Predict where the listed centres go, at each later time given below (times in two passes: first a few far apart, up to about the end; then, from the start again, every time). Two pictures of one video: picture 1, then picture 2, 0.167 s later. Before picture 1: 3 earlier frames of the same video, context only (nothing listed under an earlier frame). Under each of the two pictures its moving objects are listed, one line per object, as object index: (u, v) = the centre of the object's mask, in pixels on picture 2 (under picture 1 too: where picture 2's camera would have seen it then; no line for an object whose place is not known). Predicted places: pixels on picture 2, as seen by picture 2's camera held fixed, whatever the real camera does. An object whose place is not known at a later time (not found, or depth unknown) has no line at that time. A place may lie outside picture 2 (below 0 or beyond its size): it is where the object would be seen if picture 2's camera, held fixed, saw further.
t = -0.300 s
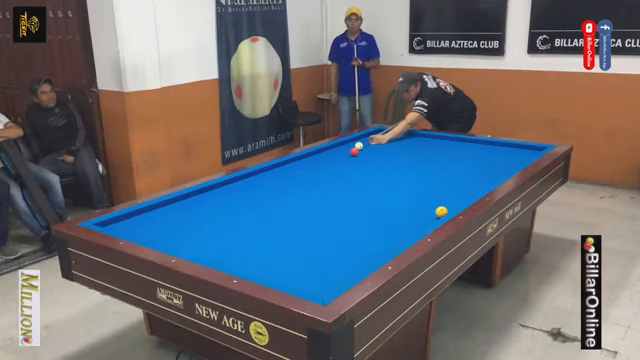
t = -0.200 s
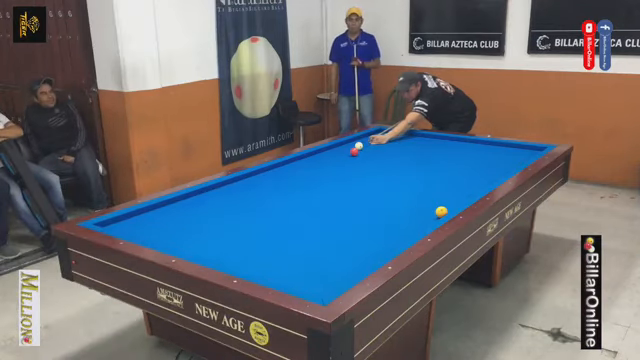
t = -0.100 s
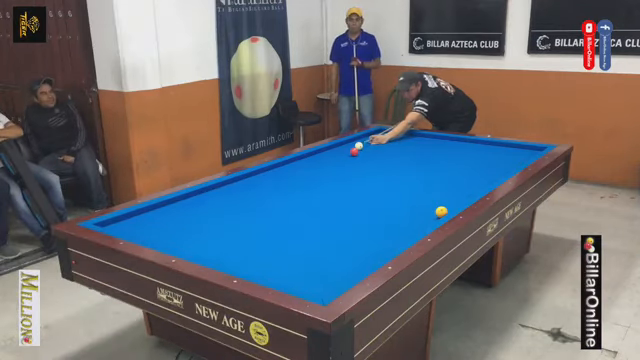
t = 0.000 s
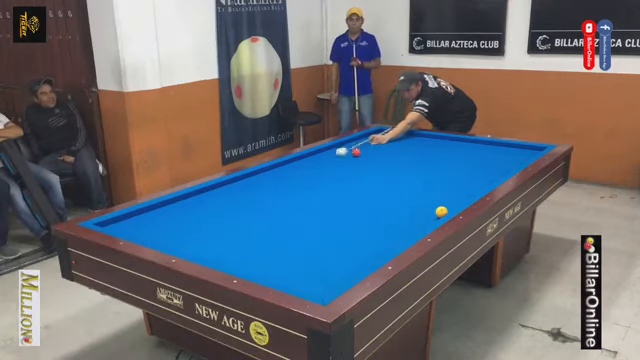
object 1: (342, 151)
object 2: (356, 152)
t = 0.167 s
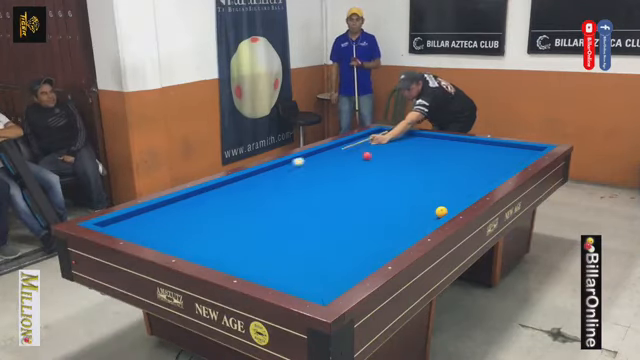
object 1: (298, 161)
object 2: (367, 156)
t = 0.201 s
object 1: (289, 164)
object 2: (370, 156)
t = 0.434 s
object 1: (233, 181)
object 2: (384, 160)
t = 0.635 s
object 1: (186, 200)
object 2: (397, 164)
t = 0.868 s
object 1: (118, 227)
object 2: (412, 169)
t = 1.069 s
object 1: (170, 214)
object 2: (426, 173)
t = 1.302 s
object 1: (219, 202)
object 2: (443, 178)
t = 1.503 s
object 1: (254, 193)
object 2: (458, 182)
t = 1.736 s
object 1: (291, 183)
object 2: (477, 187)
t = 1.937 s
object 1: (321, 176)
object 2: (471, 188)
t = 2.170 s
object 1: (352, 168)
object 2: (456, 187)
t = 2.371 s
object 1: (376, 162)
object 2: (444, 187)
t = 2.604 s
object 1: (402, 155)
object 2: (431, 187)
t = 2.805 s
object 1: (423, 150)
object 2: (421, 186)
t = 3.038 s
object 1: (445, 144)
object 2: (408, 186)
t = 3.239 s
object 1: (463, 140)
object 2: (398, 185)
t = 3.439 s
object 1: (462, 142)
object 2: (388, 185)
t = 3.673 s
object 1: (458, 146)
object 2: (377, 185)
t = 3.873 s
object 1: (455, 150)
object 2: (368, 184)
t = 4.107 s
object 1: (450, 154)
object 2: (358, 184)
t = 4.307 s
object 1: (446, 158)
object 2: (350, 184)
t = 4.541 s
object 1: (442, 163)
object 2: (341, 183)
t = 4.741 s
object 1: (438, 167)
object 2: (333, 183)
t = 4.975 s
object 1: (433, 172)
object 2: (325, 183)
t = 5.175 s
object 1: (429, 176)
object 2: (318, 182)
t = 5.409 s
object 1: (424, 182)
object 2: (310, 182)
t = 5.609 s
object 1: (420, 186)
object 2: (304, 182)
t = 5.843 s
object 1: (414, 192)
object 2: (297, 181)
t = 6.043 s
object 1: (410, 198)
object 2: (292, 181)
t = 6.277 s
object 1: (404, 203)
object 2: (286, 181)
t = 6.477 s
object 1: (398, 209)
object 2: (281, 181)
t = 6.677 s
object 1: (394, 215)
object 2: (277, 181)
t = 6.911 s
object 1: (387, 222)
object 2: (272, 180)
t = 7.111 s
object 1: (381, 228)
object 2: (268, 181)
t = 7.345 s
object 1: (374, 235)
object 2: (264, 180)
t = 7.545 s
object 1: (368, 242)
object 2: (261, 180)
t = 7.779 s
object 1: (361, 250)
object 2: (258, 180)
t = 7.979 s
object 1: (354, 257)
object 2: (256, 180)
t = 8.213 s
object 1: (346, 265)
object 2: (253, 180)
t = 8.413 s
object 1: (339, 273)
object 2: (251, 180)
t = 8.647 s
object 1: (331, 282)
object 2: (249, 180)
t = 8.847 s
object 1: (323, 288)
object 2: (248, 180)
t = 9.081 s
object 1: (322, 290)
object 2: (247, 180)
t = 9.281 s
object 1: (326, 287)
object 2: (247, 180)
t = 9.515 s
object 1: (331, 283)
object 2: (247, 180)
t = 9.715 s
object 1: (335, 280)
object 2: (247, 180)
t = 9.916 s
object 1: (338, 277)
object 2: (247, 180)
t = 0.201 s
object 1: (289, 164)
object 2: (370, 156)
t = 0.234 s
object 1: (281, 166)
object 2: (371, 157)
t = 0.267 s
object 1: (271, 168)
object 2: (374, 157)
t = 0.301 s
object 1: (263, 170)
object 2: (375, 158)
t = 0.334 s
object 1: (253, 173)
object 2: (377, 158)
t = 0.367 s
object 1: (246, 175)
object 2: (379, 159)
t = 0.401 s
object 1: (240, 178)
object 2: (382, 159)
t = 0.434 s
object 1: (233, 181)
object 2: (384, 160)
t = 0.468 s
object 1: (226, 184)
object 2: (385, 161)
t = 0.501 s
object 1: (219, 187)
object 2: (388, 162)
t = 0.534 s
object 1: (211, 190)
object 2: (390, 162)
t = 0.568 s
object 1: (203, 193)
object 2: (392, 163)
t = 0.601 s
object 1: (195, 196)
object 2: (394, 163)
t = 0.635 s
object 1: (186, 200)
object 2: (397, 164)
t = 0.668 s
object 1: (178, 203)
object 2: (399, 165)
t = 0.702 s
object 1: (169, 207)
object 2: (401, 165)
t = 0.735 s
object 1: (159, 211)
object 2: (403, 166)
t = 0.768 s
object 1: (150, 215)
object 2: (405, 167)
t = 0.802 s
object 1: (139, 219)
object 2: (408, 167)
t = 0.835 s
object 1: (129, 223)
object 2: (410, 168)
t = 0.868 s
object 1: (118, 227)
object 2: (412, 169)
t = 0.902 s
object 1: (122, 226)
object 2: (415, 169)
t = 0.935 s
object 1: (132, 224)
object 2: (417, 170)
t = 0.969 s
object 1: (143, 221)
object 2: (419, 171)
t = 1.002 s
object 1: (153, 218)
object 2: (422, 171)
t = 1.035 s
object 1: (162, 216)
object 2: (423, 172)
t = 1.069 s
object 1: (170, 214)
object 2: (426, 173)
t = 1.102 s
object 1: (178, 212)
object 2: (428, 173)
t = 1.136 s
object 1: (185, 210)
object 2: (431, 174)
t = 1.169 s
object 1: (192, 208)
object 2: (433, 175)
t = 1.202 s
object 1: (199, 206)
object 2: (436, 176)
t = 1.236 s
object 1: (206, 205)
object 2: (438, 176)
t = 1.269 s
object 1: (212, 203)
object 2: (441, 177)
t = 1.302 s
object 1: (219, 202)
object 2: (443, 178)
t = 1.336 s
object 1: (225, 200)
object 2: (446, 178)
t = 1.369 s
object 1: (231, 199)
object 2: (448, 179)
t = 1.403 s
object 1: (237, 197)
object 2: (450, 180)
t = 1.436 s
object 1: (243, 196)
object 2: (453, 181)
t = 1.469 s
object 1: (248, 194)
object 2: (456, 181)
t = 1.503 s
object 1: (254, 193)
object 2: (458, 182)
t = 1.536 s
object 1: (260, 191)
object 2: (461, 183)
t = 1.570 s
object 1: (265, 190)
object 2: (463, 184)
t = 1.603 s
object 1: (271, 188)
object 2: (466, 184)
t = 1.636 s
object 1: (276, 187)
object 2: (469, 185)
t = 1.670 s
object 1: (281, 186)
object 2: (471, 186)
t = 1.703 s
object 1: (286, 185)
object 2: (474, 186)
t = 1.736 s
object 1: (291, 183)
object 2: (477, 187)
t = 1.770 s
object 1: (297, 182)
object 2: (479, 187)
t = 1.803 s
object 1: (302, 181)
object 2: (480, 188)
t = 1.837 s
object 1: (306, 179)
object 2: (477, 188)
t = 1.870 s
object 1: (311, 178)
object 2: (475, 188)
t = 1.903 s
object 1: (316, 177)
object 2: (474, 188)
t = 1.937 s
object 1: (321, 176)
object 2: (471, 188)
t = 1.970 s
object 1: (325, 175)
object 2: (469, 188)
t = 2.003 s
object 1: (330, 174)
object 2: (467, 188)
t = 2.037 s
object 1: (334, 172)
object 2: (465, 188)
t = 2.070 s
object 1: (339, 171)
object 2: (463, 188)
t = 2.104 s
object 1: (343, 170)
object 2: (461, 188)
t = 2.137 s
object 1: (348, 169)
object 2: (459, 188)
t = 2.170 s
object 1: (352, 168)
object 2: (456, 187)
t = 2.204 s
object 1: (356, 167)
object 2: (454, 187)
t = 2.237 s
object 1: (360, 166)
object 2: (453, 187)
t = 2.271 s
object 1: (364, 165)
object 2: (451, 187)
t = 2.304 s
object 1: (368, 164)
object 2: (449, 187)
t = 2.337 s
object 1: (372, 163)
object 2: (447, 187)
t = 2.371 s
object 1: (376, 162)
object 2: (444, 187)
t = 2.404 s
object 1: (380, 161)
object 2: (443, 187)
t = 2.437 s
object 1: (384, 160)
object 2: (441, 187)
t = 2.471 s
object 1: (387, 159)
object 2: (439, 187)
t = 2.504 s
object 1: (391, 158)
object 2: (437, 187)
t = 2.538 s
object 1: (395, 157)
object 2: (435, 187)
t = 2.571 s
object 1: (399, 156)
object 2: (433, 187)
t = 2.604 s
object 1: (402, 155)
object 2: (431, 187)
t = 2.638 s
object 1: (406, 154)
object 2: (429, 187)
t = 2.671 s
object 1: (409, 153)
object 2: (428, 186)
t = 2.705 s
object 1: (412, 152)
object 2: (426, 186)
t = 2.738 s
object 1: (416, 152)
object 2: (424, 186)
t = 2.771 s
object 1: (419, 151)
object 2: (422, 186)
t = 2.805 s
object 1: (423, 150)
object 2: (421, 186)
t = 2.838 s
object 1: (426, 149)
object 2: (418, 186)
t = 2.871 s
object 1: (430, 148)
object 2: (417, 186)
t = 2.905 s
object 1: (433, 147)
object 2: (415, 186)
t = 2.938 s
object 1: (436, 147)
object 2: (413, 186)
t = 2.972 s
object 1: (439, 146)
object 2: (411, 186)
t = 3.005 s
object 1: (442, 145)
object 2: (410, 185)
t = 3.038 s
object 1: (445, 144)
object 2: (408, 186)
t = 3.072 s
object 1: (448, 144)
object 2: (406, 186)
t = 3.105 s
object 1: (451, 143)
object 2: (404, 185)
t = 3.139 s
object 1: (454, 142)
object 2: (403, 185)
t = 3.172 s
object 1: (457, 141)
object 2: (401, 185)
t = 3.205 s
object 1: (460, 140)
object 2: (399, 185)
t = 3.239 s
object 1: (463, 140)
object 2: (398, 185)
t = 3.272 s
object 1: (465, 139)
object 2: (396, 185)
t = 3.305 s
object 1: (465, 140)
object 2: (394, 185)
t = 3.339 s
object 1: (464, 140)
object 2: (393, 185)
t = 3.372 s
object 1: (463, 141)
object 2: (391, 185)
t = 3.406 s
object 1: (463, 142)
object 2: (390, 185)
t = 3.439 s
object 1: (462, 142)
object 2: (388, 185)
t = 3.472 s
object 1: (462, 143)
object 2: (387, 185)
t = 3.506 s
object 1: (461, 144)
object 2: (385, 185)
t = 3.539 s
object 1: (460, 144)
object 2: (383, 185)
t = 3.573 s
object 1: (460, 144)
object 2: (382, 185)
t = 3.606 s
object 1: (459, 145)
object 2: (380, 185)
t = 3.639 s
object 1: (459, 146)
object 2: (379, 185)
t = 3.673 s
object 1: (458, 146)
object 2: (377, 185)
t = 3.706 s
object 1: (458, 147)
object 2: (376, 184)
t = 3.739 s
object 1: (457, 148)
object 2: (374, 184)
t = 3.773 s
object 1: (456, 148)
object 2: (373, 185)
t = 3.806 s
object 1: (456, 149)
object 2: (371, 184)
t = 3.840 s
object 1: (455, 149)
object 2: (369, 184)
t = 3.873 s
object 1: (455, 150)
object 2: (368, 184)
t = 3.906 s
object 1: (454, 151)
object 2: (367, 184)
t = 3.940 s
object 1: (453, 151)
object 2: (365, 184)
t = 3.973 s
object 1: (453, 152)
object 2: (364, 184)
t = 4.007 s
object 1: (452, 153)
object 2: (362, 184)
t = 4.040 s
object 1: (451, 153)
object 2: (361, 184)
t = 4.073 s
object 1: (451, 154)
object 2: (359, 184)
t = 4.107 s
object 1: (450, 154)
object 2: (358, 184)
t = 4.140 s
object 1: (450, 155)
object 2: (357, 184)
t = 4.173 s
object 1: (449, 155)
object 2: (355, 184)
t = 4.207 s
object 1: (449, 156)
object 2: (354, 184)
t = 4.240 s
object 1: (448, 157)
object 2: (353, 184)
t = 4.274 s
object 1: (447, 157)
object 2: (351, 183)
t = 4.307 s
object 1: (446, 158)
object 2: (350, 184)
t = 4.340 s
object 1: (446, 159)
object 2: (349, 184)
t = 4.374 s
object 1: (445, 159)
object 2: (347, 183)
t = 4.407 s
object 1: (445, 160)
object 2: (346, 183)
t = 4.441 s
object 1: (444, 161)
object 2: (345, 183)
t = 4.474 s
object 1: (443, 161)
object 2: (344, 183)
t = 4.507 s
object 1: (443, 162)
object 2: (342, 183)
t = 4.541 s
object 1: (442, 163)
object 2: (341, 183)
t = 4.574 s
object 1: (441, 163)
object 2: (339, 183)
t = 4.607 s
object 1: (441, 164)
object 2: (338, 183)
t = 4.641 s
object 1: (440, 165)
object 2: (337, 183)
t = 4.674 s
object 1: (439, 166)
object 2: (336, 183)
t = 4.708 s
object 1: (439, 166)
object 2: (334, 183)
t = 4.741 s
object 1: (438, 167)
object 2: (333, 183)
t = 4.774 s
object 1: (437, 168)
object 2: (332, 183)
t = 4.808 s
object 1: (437, 168)
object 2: (331, 183)
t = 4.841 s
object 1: (436, 169)
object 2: (330, 183)
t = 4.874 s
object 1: (436, 170)
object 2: (328, 183)
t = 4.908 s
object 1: (435, 170)
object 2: (327, 183)
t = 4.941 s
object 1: (434, 171)
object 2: (326, 183)
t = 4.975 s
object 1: (433, 172)
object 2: (325, 183)
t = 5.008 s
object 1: (433, 173)
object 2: (324, 183)
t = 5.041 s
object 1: (432, 174)
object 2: (322, 182)
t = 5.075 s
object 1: (431, 174)
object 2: (322, 182)
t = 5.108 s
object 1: (431, 175)
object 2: (320, 183)
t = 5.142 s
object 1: (430, 176)
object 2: (319, 182)
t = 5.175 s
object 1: (429, 176)
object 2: (318, 182)
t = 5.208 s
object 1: (429, 177)
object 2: (317, 182)
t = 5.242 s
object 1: (428, 178)
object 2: (316, 182)
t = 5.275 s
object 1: (427, 179)
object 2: (315, 182)
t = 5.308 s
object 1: (426, 179)
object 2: (314, 182)
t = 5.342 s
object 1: (426, 180)
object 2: (312, 182)
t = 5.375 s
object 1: (425, 181)
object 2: (312, 182)
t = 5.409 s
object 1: (424, 182)
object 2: (310, 182)
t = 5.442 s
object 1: (424, 183)
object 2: (309, 182)
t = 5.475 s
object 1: (423, 183)
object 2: (308, 182)
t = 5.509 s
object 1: (422, 184)
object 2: (307, 182)
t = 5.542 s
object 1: (421, 185)
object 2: (306, 182)
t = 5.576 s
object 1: (421, 186)
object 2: (305, 182)
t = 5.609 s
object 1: (420, 186)
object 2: (304, 182)
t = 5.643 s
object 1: (419, 187)
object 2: (304, 181)
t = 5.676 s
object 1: (418, 188)
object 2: (302, 182)
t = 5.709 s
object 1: (418, 189)
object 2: (302, 181)
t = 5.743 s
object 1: (417, 190)
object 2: (300, 181)
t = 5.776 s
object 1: (416, 191)
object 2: (299, 181)
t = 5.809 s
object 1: (415, 191)
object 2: (298, 181)
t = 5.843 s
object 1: (414, 192)
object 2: (297, 181)
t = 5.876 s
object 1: (414, 193)
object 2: (297, 181)
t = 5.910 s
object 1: (413, 194)
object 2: (296, 181)
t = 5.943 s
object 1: (412, 195)
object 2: (295, 181)
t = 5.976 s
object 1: (411, 196)
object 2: (294, 181)
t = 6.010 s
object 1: (410, 196)
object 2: (293, 181)
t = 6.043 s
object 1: (410, 198)
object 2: (292, 181)
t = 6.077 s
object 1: (409, 198)
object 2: (291, 181)
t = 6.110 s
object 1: (408, 199)
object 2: (291, 181)
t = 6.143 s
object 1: (407, 200)
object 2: (289, 181)
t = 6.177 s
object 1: (406, 201)
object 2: (289, 181)
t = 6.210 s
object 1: (405, 202)
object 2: (288, 181)
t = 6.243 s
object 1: (404, 203)
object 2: (287, 181)
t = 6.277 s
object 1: (404, 203)
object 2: (286, 181)
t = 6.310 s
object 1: (403, 204)
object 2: (285, 181)
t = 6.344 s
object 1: (402, 206)
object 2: (284, 181)
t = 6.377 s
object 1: (401, 206)
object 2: (284, 181)
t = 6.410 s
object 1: (400, 207)
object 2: (283, 181)
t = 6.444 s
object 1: (399, 208)
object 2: (282, 181)
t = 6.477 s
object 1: (398, 209)
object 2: (281, 181)
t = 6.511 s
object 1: (398, 210)
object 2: (280, 181)
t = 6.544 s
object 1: (397, 211)
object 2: (280, 181)
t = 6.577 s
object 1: (396, 212)
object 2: (280, 181)
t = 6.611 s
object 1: (395, 213)
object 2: (278, 181)
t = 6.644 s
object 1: (394, 214)
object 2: (278, 181)
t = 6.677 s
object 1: (394, 215)
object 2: (277, 181)
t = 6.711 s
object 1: (393, 216)
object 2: (276, 181)
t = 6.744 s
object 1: (392, 217)
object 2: (276, 181)
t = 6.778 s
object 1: (391, 218)
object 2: (275, 181)
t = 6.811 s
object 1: (390, 218)
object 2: (274, 181)
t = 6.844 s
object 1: (389, 220)
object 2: (273, 180)
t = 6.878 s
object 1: (388, 221)
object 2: (273, 180)
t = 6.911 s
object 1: (387, 222)
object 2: (272, 180)
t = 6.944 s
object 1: (386, 223)
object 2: (272, 181)
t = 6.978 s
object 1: (385, 224)
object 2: (271, 181)
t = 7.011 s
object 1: (384, 225)
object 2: (270, 181)
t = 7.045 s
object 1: (383, 226)
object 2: (269, 181)
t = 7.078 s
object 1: (382, 227)
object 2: (269, 181)
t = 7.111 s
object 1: (381, 228)
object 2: (268, 181)
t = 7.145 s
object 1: (380, 229)
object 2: (268, 181)
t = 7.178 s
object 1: (379, 230)
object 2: (267, 180)
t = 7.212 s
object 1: (378, 231)
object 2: (267, 180)
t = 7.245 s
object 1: (377, 232)
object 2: (266, 180)
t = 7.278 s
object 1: (376, 233)
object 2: (265, 180)
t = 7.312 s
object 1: (375, 234)
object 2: (265, 180)
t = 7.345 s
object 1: (374, 235)
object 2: (264, 180)
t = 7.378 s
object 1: (373, 236)
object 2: (264, 180)
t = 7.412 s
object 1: (372, 237)
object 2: (264, 180)
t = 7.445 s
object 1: (371, 238)
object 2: (262, 180)
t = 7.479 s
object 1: (370, 239)
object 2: (262, 180)
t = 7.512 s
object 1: (369, 241)
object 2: (262, 180)
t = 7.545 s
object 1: (368, 242)
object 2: (261, 180)
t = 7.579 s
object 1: (367, 243)
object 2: (261, 180)
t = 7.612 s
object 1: (366, 244)
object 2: (260, 180)
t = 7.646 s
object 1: (365, 245)
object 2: (260, 180)
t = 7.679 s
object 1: (364, 246)
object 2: (259, 180)
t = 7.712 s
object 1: (363, 247)
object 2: (258, 180)
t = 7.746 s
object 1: (362, 248)
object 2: (258, 180)
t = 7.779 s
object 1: (361, 250)
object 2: (258, 180)
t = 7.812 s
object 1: (360, 251)
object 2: (257, 180)
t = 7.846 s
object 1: (359, 252)
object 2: (257, 180)
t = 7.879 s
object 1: (358, 253)
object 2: (257, 180)
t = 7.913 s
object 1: (356, 254)
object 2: (256, 180)
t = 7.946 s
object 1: (355, 256)
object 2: (256, 180)
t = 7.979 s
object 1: (354, 257)
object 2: (256, 180)
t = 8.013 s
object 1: (353, 258)
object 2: (255, 180)
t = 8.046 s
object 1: (352, 259)
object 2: (255, 180)
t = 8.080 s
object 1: (351, 260)
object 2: (254, 180)
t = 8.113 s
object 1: (350, 261)
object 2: (254, 180)
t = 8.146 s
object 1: (348, 263)
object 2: (253, 180)
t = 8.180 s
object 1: (347, 264)
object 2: (253, 180)
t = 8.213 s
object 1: (346, 265)
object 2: (253, 180)
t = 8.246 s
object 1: (345, 266)
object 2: (252, 180)
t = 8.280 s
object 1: (344, 267)
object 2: (252, 180)
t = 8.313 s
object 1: (343, 269)
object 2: (252, 180)
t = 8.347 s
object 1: (342, 270)
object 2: (252, 180)
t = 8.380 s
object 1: (340, 271)
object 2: (252, 180)
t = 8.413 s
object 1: (339, 273)
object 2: (251, 180)
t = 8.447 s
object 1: (338, 274)
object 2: (251, 180)
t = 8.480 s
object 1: (337, 275)
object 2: (251, 180)
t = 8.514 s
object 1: (335, 277)
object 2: (251, 180)
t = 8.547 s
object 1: (334, 278)
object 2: (249, 180)
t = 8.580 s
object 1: (333, 279)
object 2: (249, 180)
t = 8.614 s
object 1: (332, 280)
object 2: (249, 180)
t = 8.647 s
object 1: (331, 282)
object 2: (249, 180)
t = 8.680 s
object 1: (329, 283)
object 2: (249, 180)
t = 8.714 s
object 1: (328, 284)
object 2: (249, 180)
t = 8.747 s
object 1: (326, 285)
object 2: (249, 180)
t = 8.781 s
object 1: (325, 287)
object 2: (249, 180)
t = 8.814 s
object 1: (324, 288)
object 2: (248, 180)
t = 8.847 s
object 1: (323, 288)
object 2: (248, 180)
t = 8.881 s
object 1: (321, 290)
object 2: (248, 180)
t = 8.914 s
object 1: (320, 291)
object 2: (248, 180)
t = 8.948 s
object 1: (319, 291)
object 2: (248, 180)
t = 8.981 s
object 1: (320, 291)
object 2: (248, 180)
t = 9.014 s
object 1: (321, 291)
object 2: (248, 180)
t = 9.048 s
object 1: (321, 291)
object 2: (247, 180)
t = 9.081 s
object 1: (322, 290)
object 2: (247, 180)
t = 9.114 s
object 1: (322, 289)
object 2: (247, 180)
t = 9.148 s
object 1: (323, 289)
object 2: (247, 180)
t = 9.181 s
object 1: (324, 288)
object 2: (247, 180)
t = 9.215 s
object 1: (325, 288)
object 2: (247, 180)
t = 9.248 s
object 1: (325, 288)
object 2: (247, 180)
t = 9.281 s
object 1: (326, 287)
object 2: (247, 180)
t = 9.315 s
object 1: (327, 287)
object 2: (247, 180)
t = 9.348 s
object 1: (327, 286)
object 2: (247, 180)
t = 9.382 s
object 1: (328, 286)
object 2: (247, 180)
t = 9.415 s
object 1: (329, 285)
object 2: (247, 180)
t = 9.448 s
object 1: (330, 284)
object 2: (247, 180)
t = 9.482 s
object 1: (330, 284)
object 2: (247, 180)
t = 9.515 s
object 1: (331, 283)
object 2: (247, 180)
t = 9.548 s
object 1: (331, 283)
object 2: (247, 180)
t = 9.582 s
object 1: (332, 282)
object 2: (247, 180)
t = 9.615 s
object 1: (333, 282)
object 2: (247, 180)
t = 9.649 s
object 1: (333, 281)
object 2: (247, 180)
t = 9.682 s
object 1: (334, 281)
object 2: (247, 180)
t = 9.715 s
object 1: (335, 280)
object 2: (247, 180)
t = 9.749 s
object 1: (335, 280)
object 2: (247, 180)
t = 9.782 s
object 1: (336, 279)
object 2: (247, 180)
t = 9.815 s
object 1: (336, 279)
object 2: (247, 180)
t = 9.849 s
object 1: (337, 278)
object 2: (247, 180)
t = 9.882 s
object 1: (338, 278)
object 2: (247, 180)
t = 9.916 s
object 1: (338, 277)
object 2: (247, 180)
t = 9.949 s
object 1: (338, 277)
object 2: (247, 180)
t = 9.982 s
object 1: (339, 276)
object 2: (247, 180)
